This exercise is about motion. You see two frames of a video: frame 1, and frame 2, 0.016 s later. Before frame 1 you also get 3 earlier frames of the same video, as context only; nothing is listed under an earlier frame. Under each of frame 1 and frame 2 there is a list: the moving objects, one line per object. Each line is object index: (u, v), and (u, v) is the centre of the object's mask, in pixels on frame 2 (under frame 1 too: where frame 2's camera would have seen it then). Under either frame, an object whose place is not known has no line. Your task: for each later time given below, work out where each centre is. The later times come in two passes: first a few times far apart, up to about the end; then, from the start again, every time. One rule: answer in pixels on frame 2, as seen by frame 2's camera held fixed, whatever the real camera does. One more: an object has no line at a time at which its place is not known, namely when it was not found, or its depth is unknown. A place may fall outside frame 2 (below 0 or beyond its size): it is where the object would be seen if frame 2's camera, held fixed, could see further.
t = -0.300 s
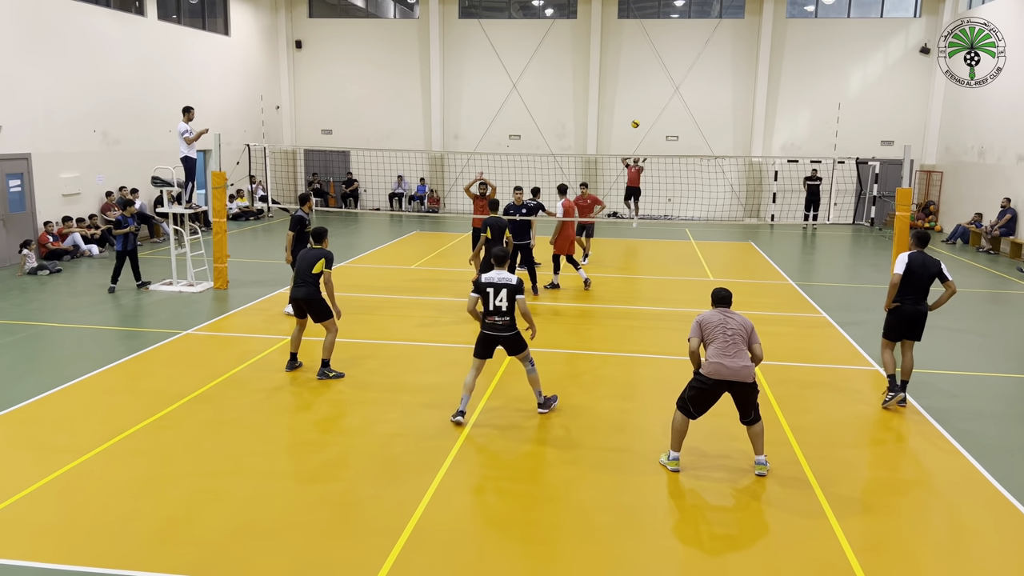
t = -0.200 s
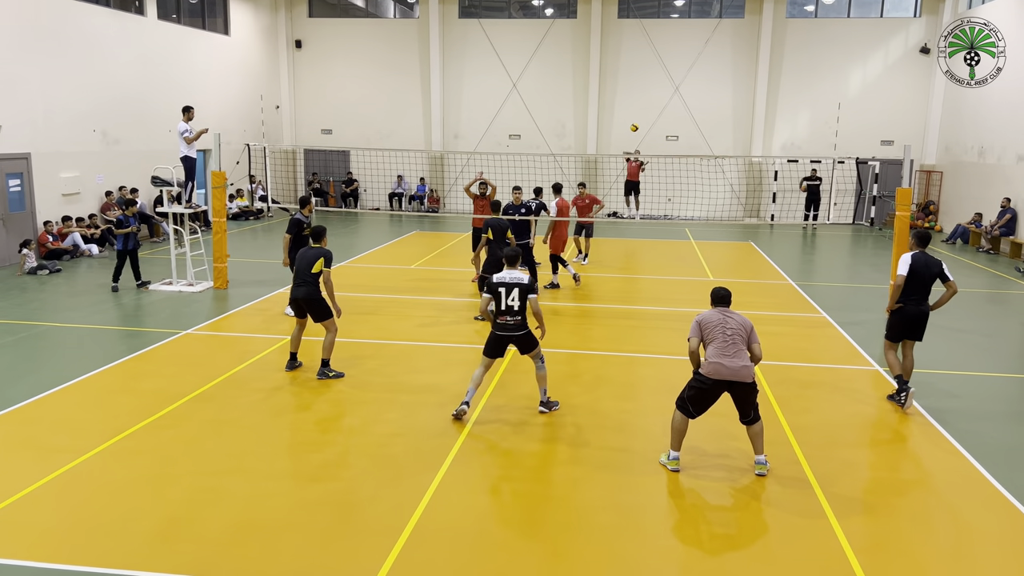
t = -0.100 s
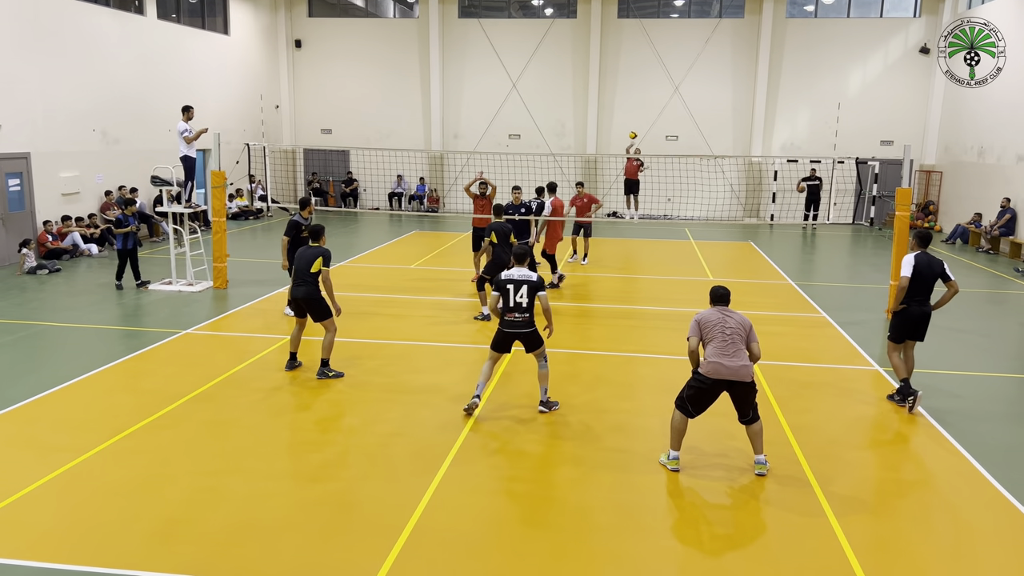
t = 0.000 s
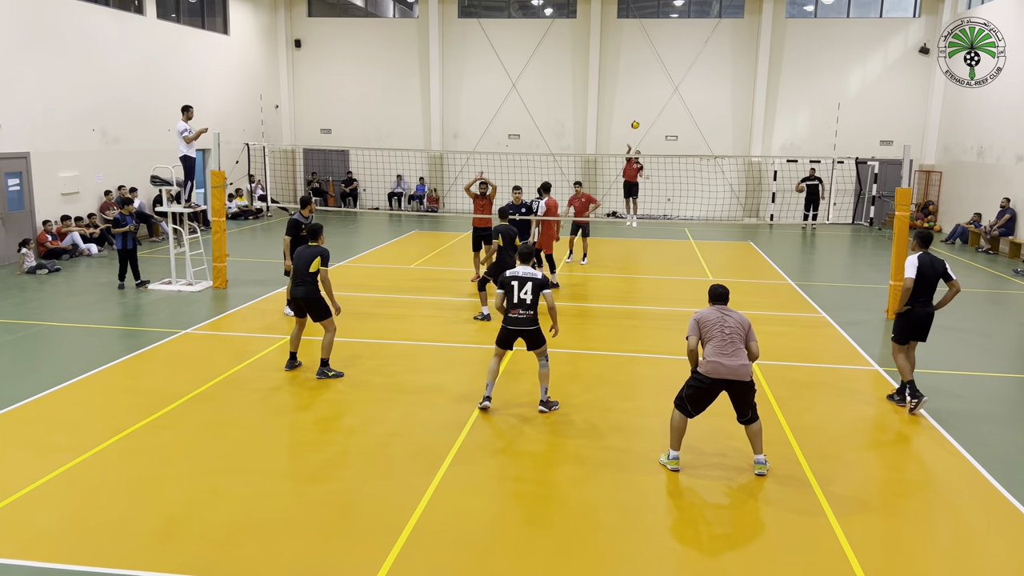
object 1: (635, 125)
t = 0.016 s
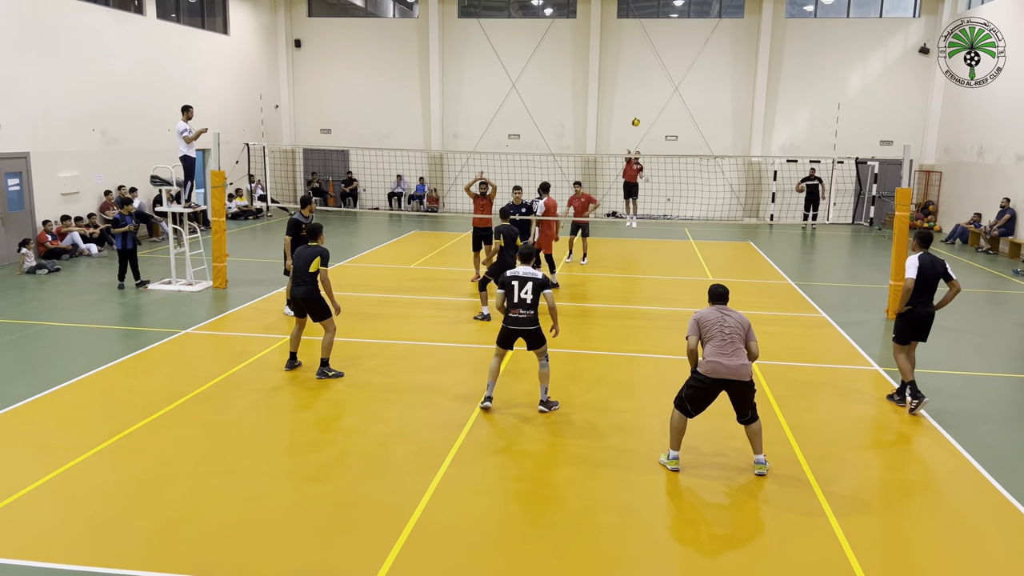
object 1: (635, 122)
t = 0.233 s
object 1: (642, 91)
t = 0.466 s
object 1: (648, 79)
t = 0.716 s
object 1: (652, 112)
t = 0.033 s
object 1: (636, 119)
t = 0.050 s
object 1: (636, 117)
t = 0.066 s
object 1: (637, 114)
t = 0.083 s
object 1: (637, 111)
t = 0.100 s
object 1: (638, 109)
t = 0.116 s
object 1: (638, 106)
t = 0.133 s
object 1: (639, 104)
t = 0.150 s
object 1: (640, 102)
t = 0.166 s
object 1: (640, 99)
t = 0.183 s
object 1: (641, 98)
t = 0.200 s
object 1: (641, 96)
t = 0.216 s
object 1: (641, 94)
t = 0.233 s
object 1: (642, 91)
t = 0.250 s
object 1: (642, 90)
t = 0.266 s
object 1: (643, 88)
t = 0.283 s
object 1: (643, 87)
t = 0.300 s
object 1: (644, 85)
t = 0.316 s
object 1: (644, 84)
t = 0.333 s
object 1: (644, 83)
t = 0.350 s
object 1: (645, 82)
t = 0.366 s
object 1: (645, 81)
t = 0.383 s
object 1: (646, 80)
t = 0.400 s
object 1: (646, 80)
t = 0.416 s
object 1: (647, 79)
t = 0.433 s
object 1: (647, 79)
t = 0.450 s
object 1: (647, 79)
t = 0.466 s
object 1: (648, 79)
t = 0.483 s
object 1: (648, 80)
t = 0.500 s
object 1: (648, 80)
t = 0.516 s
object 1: (648, 81)
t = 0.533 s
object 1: (649, 82)
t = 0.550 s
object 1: (649, 84)
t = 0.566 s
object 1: (650, 85)
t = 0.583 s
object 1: (650, 87)
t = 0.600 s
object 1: (651, 90)
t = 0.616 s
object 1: (651, 92)
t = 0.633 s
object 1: (651, 94)
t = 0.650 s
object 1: (651, 97)
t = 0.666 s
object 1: (652, 100)
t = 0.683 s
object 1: (652, 104)
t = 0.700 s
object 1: (652, 108)
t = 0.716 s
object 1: (652, 112)
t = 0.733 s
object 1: (652, 116)
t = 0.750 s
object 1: (652, 121)
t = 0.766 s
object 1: (652, 126)
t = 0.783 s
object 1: (652, 132)
